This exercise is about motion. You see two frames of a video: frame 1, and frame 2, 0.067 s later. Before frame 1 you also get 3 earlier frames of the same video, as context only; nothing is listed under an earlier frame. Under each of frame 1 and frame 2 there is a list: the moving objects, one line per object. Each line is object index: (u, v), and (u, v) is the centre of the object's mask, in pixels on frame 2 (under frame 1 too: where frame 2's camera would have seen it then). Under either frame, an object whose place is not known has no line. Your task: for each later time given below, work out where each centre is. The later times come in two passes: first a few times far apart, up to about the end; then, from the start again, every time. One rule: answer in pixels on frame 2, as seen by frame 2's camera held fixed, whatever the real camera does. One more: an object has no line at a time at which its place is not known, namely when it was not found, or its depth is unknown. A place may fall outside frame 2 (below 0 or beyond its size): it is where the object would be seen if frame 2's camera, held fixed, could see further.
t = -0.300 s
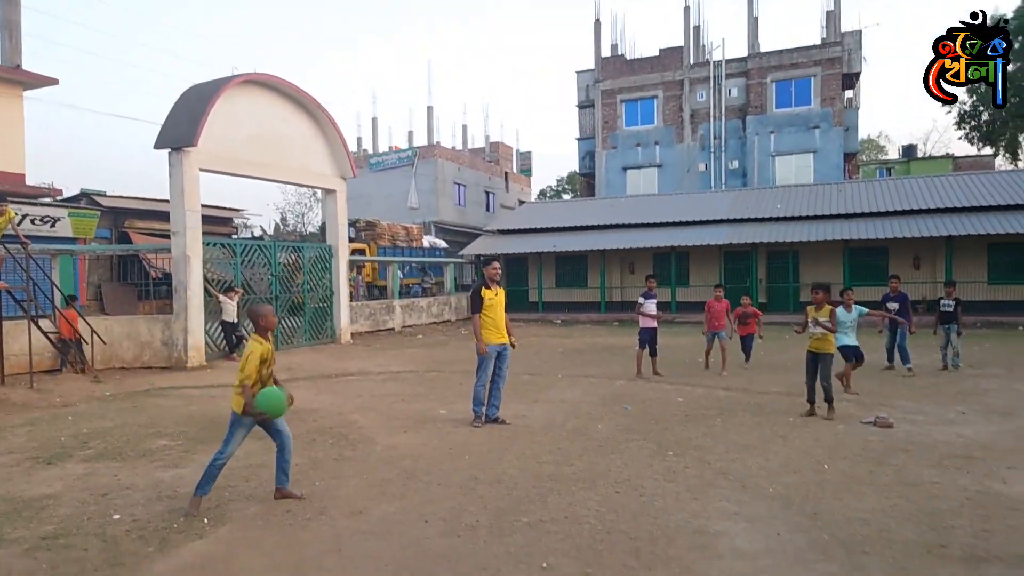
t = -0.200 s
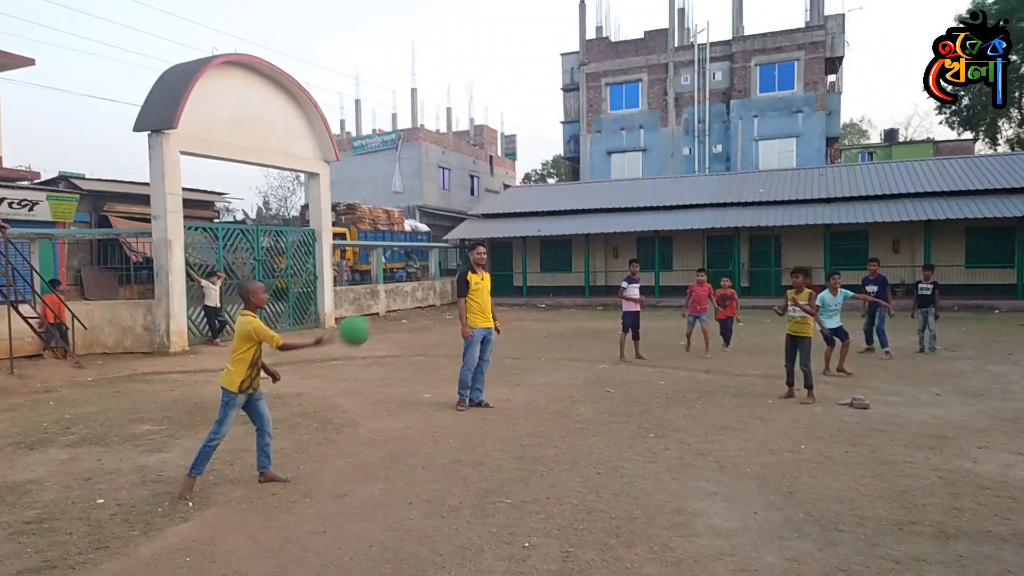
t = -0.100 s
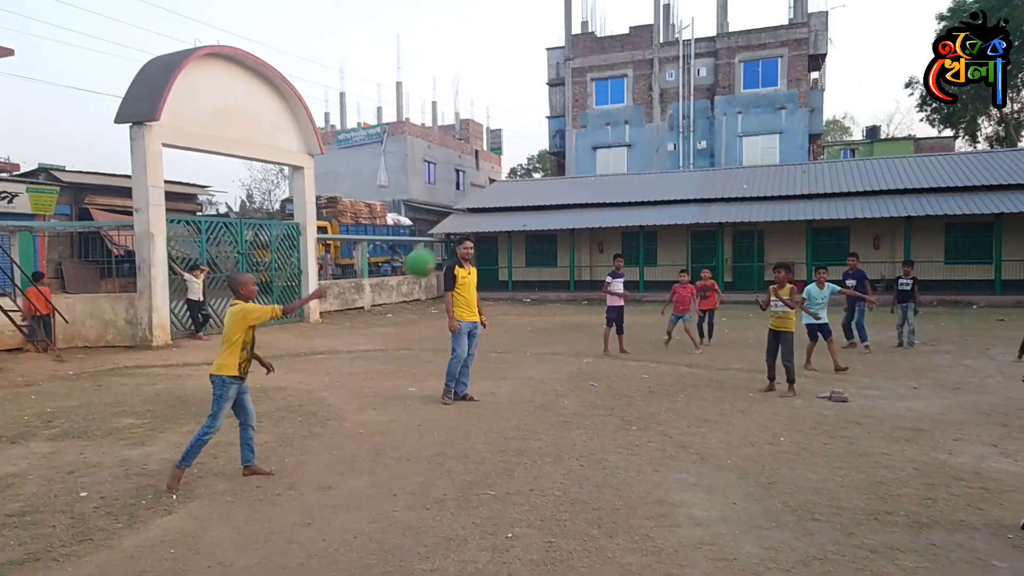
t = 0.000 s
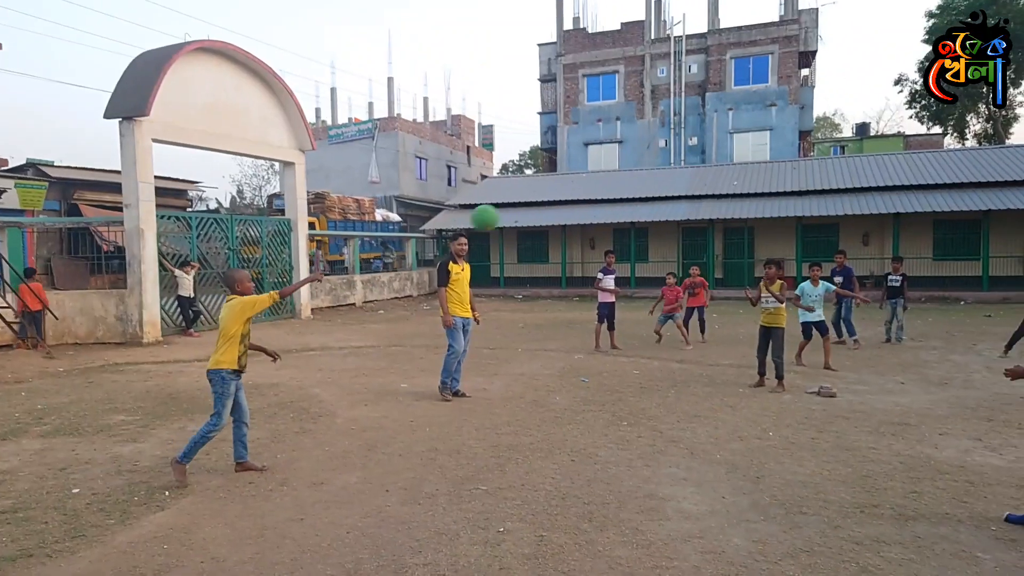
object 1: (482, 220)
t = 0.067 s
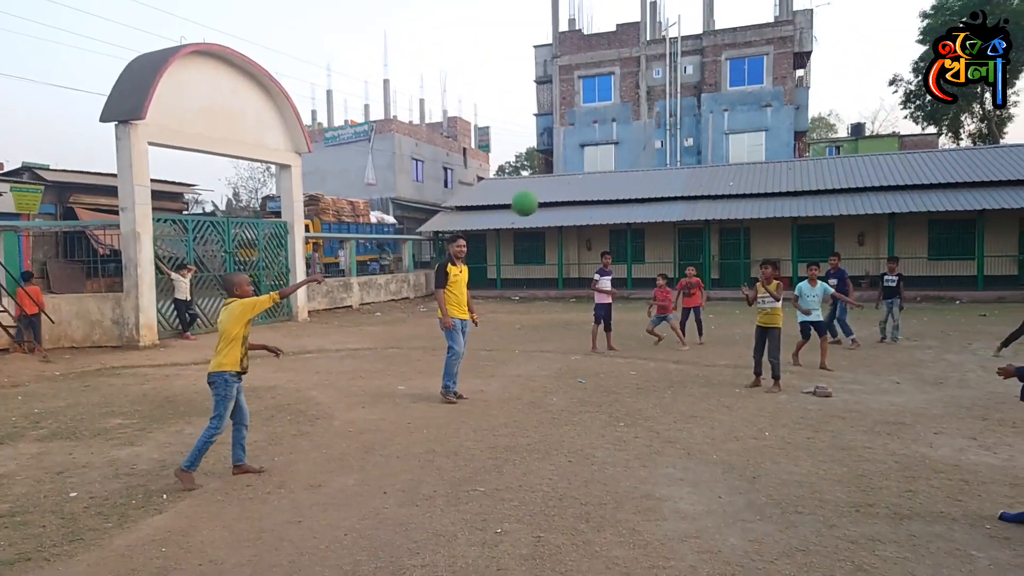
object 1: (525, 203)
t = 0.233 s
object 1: (620, 187)
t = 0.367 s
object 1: (685, 198)
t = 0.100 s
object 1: (545, 197)
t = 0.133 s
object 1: (564, 193)
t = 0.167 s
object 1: (583, 190)
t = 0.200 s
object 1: (602, 188)
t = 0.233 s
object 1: (620, 187)
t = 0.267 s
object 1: (637, 188)
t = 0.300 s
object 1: (654, 190)
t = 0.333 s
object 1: (670, 194)
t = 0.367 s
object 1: (685, 198)
